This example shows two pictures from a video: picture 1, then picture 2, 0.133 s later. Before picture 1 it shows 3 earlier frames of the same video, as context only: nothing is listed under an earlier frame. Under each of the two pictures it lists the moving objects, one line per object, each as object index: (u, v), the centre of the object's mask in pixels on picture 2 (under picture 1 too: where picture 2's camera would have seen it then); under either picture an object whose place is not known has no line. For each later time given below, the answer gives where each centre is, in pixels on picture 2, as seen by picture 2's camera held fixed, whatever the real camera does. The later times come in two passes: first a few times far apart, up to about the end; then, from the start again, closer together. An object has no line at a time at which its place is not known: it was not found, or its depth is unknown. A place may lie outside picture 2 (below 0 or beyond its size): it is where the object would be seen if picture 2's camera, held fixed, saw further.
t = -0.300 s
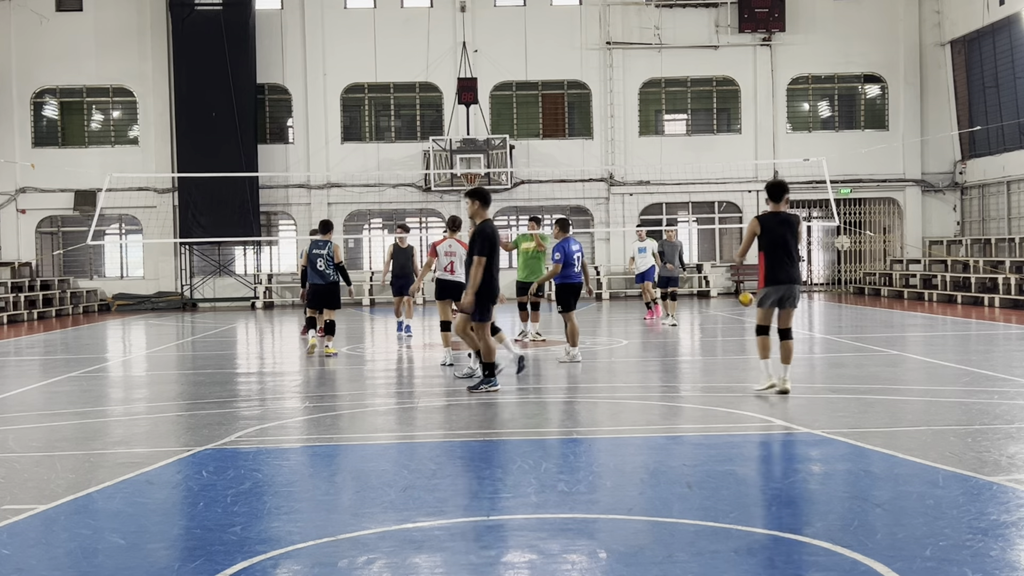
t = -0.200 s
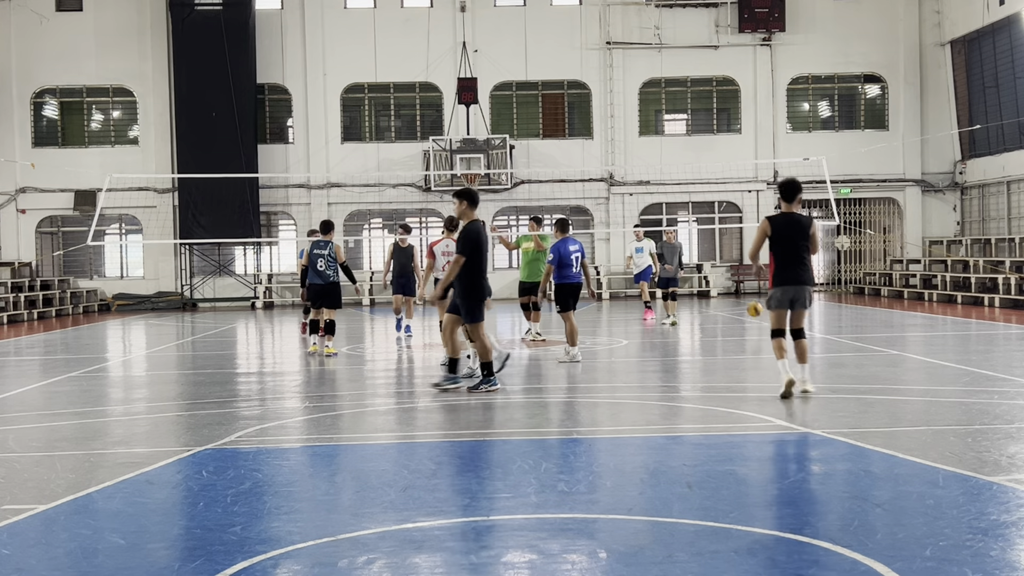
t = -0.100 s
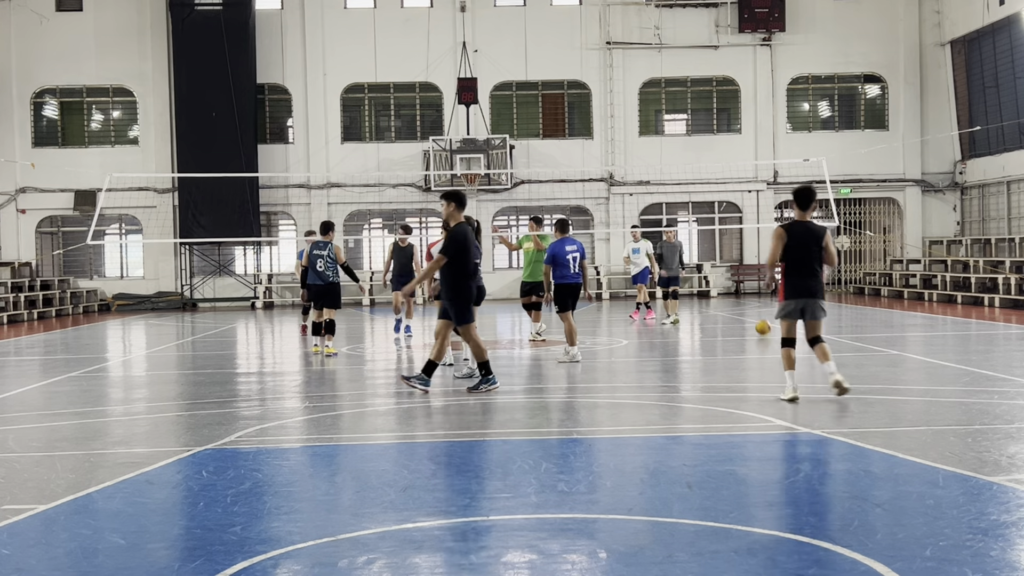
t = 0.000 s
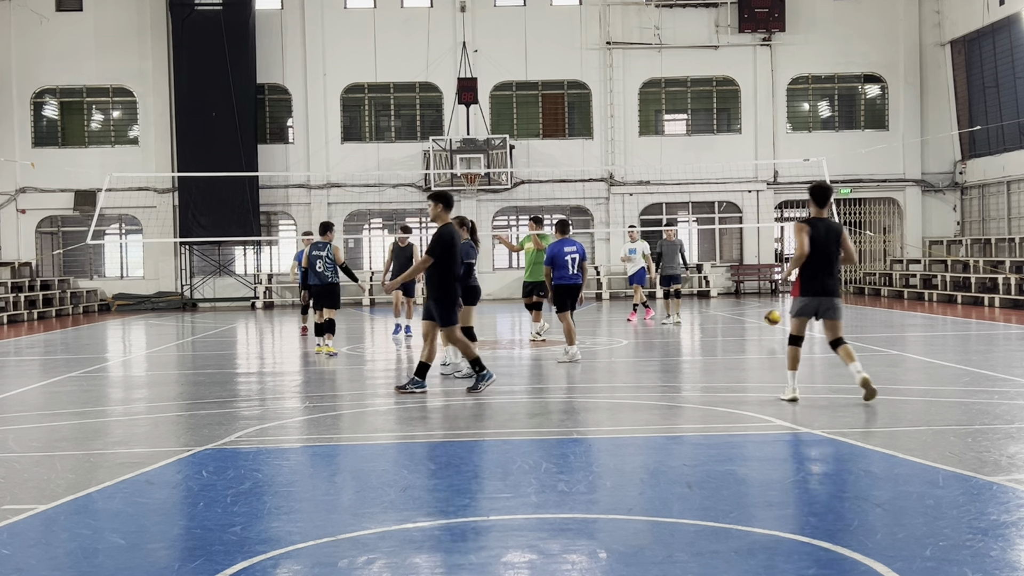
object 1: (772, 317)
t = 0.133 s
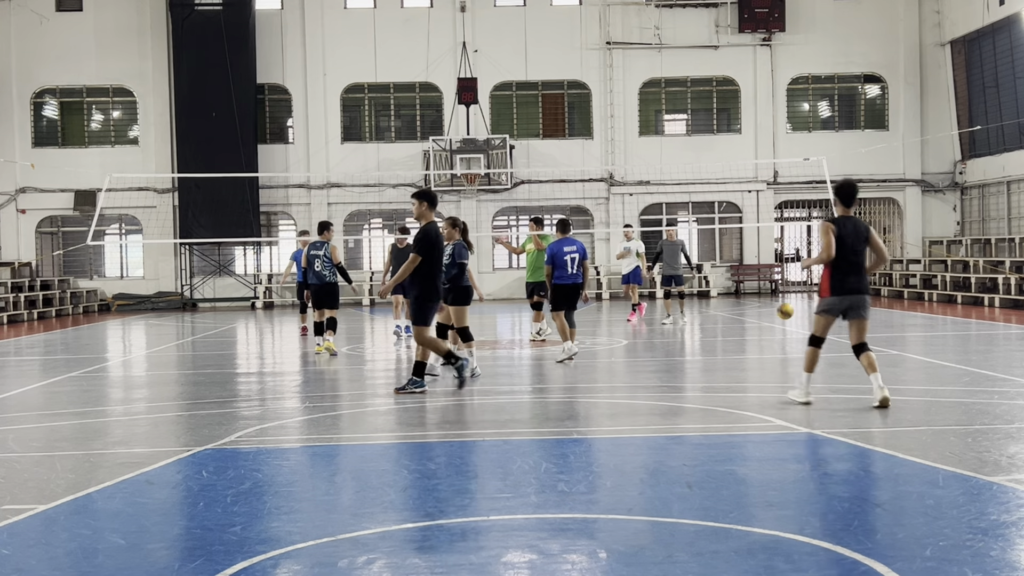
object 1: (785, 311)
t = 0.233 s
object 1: (795, 315)
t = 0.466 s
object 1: (821, 330)
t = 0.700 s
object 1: (850, 332)
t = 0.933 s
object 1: (880, 338)
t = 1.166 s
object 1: (913, 357)
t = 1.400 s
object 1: (952, 355)
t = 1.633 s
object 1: (996, 366)
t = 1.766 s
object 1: (1017, 375)
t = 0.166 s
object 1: (788, 312)
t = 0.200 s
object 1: (791, 313)
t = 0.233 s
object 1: (795, 315)
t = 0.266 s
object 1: (799, 319)
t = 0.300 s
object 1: (803, 323)
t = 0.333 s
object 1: (806, 328)
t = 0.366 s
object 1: (810, 334)
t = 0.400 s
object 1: (814, 338)
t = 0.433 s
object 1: (818, 333)
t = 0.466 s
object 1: (821, 330)
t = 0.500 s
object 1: (825, 328)
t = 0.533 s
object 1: (829, 326)
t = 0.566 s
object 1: (833, 325)
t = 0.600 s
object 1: (837, 325)
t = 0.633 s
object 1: (841, 327)
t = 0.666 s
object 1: (845, 329)
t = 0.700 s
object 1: (850, 332)
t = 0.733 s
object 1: (854, 337)
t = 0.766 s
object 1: (858, 342)
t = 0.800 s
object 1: (863, 349)
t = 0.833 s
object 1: (867, 346)
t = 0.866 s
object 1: (871, 343)
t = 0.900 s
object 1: (875, 339)
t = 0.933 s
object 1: (880, 338)
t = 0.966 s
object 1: (885, 337)
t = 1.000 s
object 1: (889, 338)
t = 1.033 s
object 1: (894, 339)
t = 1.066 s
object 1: (898, 341)
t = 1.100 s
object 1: (903, 345)
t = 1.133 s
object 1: (908, 351)
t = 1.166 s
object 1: (913, 357)
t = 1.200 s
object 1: (918, 361)
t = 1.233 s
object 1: (924, 357)
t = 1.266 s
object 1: (929, 355)
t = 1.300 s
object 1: (934, 353)
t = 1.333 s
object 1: (941, 352)
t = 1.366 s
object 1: (946, 353)
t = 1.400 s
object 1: (952, 355)
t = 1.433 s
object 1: (958, 359)
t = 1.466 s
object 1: (964, 364)
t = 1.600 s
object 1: (989, 367)
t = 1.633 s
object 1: (996, 366)
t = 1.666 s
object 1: (1002, 366)
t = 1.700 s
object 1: (1009, 368)
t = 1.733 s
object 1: (1014, 371)
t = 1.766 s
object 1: (1017, 375)
